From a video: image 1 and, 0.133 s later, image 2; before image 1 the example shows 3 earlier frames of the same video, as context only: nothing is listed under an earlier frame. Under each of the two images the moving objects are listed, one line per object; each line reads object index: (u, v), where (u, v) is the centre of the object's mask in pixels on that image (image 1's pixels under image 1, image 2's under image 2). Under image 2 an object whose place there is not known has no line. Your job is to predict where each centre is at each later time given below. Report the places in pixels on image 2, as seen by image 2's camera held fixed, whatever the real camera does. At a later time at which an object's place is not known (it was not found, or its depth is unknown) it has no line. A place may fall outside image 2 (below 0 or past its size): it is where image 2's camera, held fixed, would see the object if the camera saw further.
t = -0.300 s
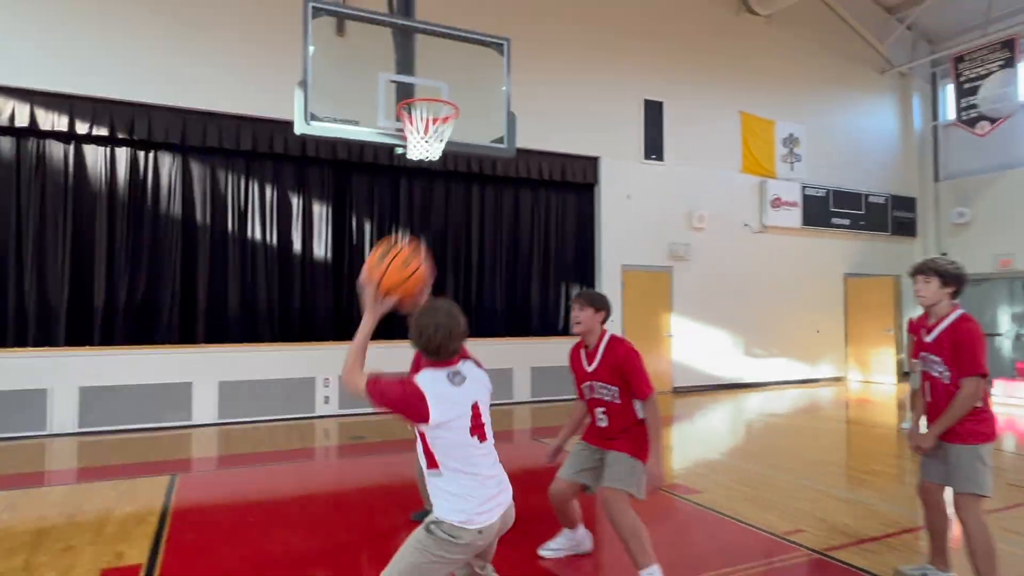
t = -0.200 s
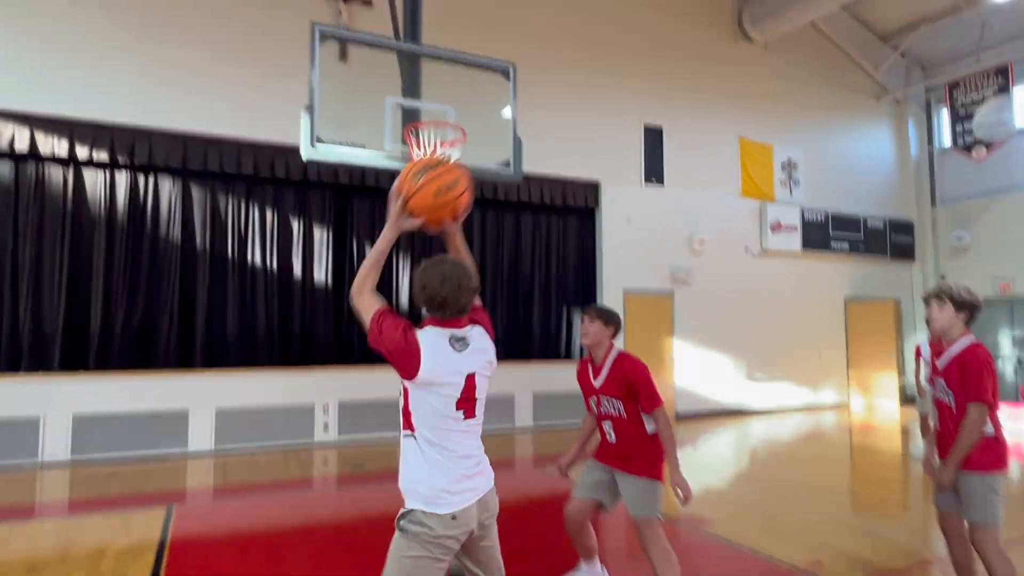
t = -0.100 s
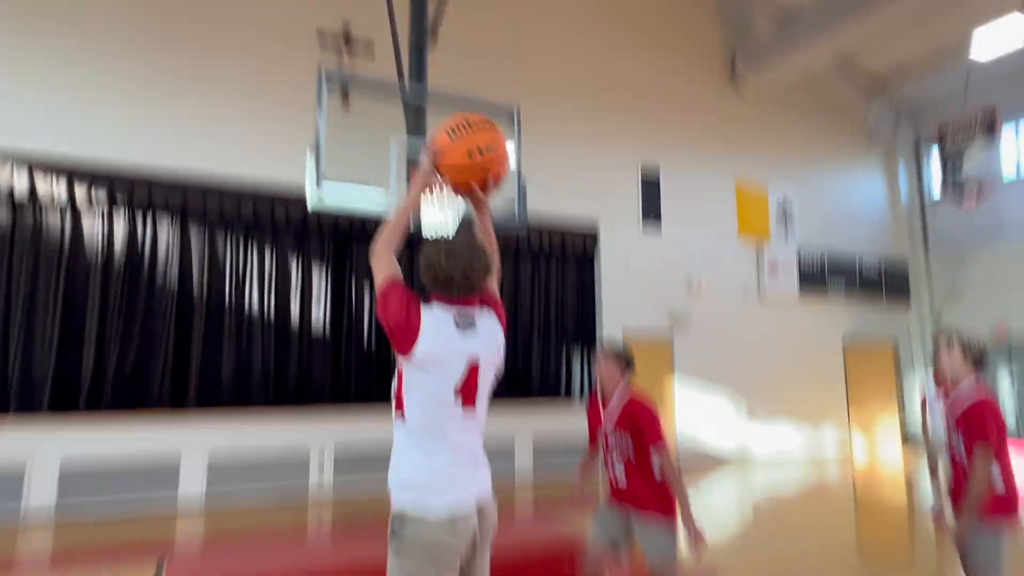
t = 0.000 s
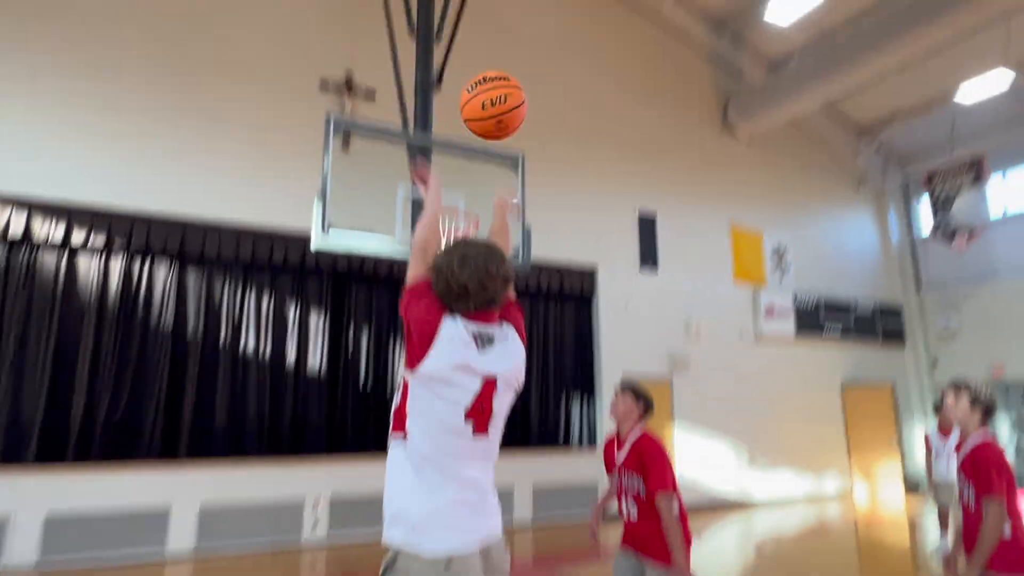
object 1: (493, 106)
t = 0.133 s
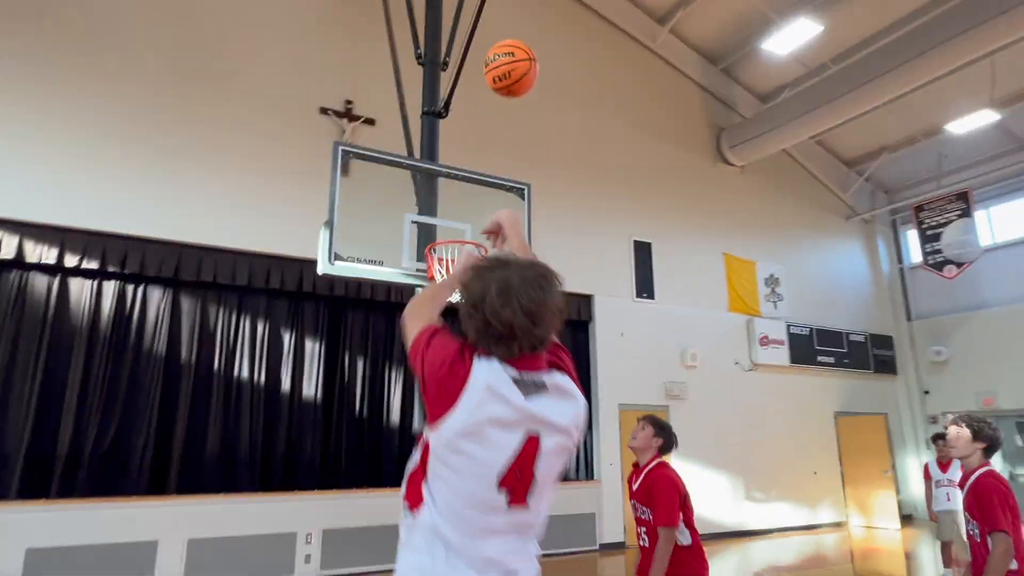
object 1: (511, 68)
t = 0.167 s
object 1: (512, 60)
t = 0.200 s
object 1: (514, 55)
